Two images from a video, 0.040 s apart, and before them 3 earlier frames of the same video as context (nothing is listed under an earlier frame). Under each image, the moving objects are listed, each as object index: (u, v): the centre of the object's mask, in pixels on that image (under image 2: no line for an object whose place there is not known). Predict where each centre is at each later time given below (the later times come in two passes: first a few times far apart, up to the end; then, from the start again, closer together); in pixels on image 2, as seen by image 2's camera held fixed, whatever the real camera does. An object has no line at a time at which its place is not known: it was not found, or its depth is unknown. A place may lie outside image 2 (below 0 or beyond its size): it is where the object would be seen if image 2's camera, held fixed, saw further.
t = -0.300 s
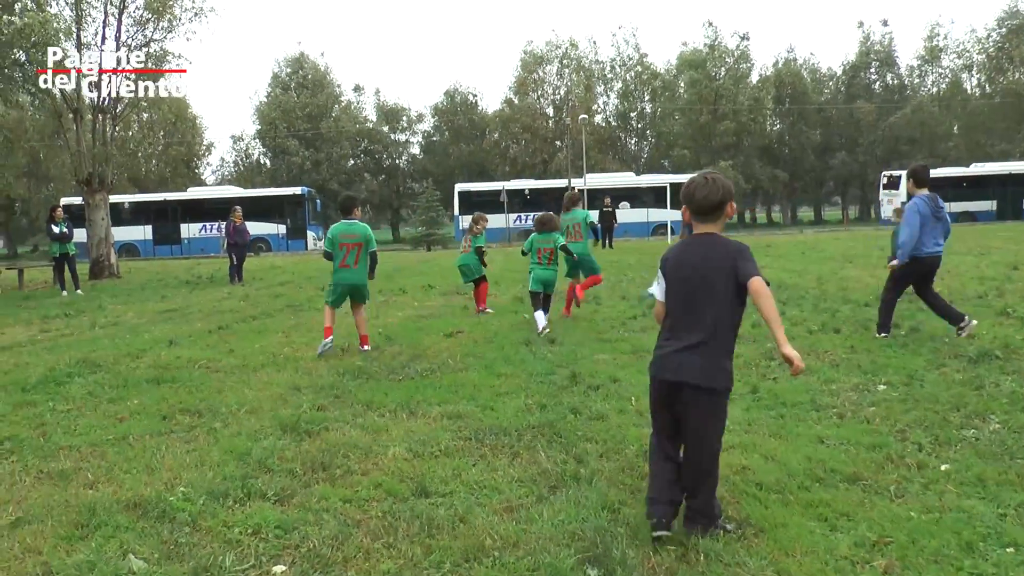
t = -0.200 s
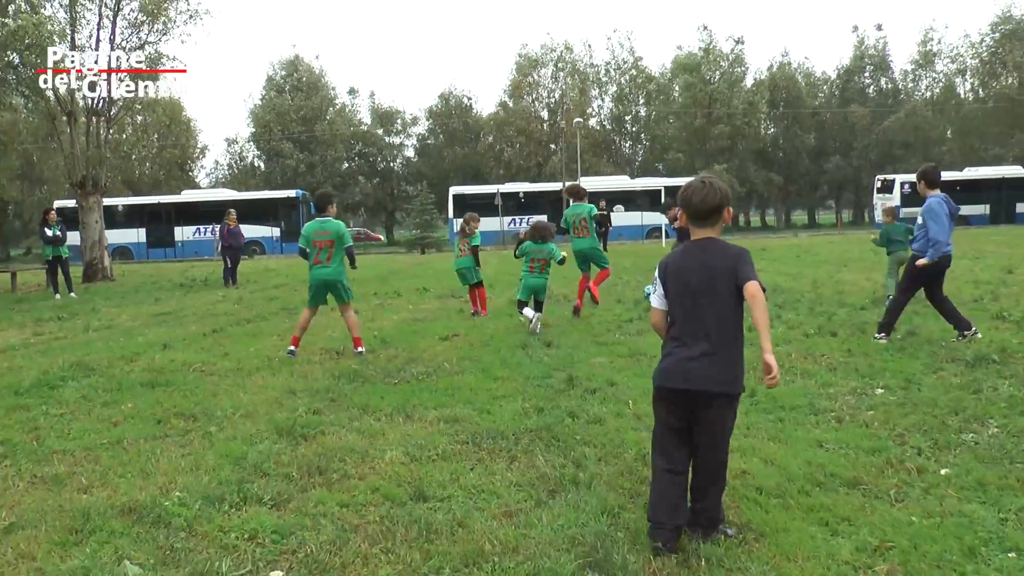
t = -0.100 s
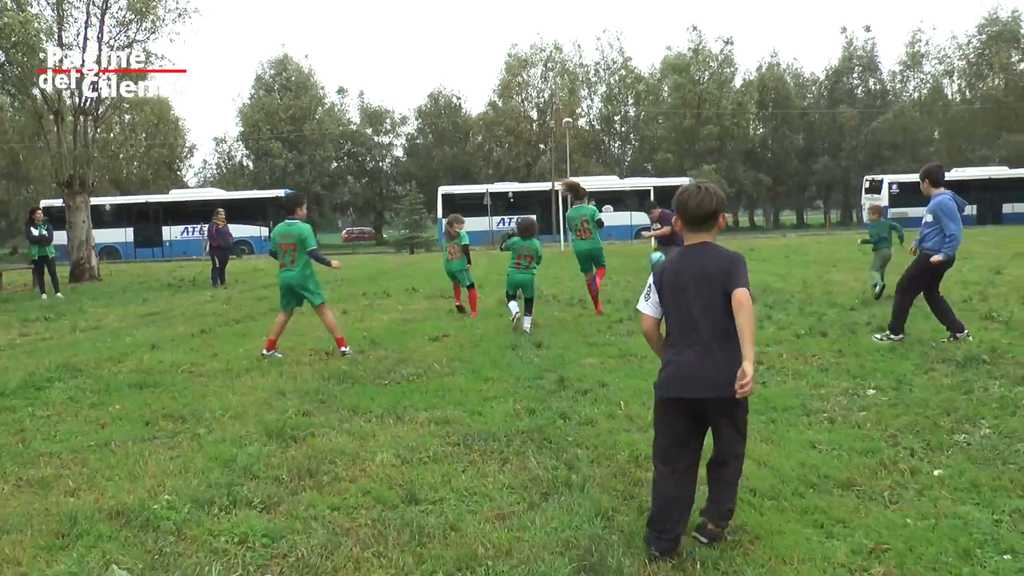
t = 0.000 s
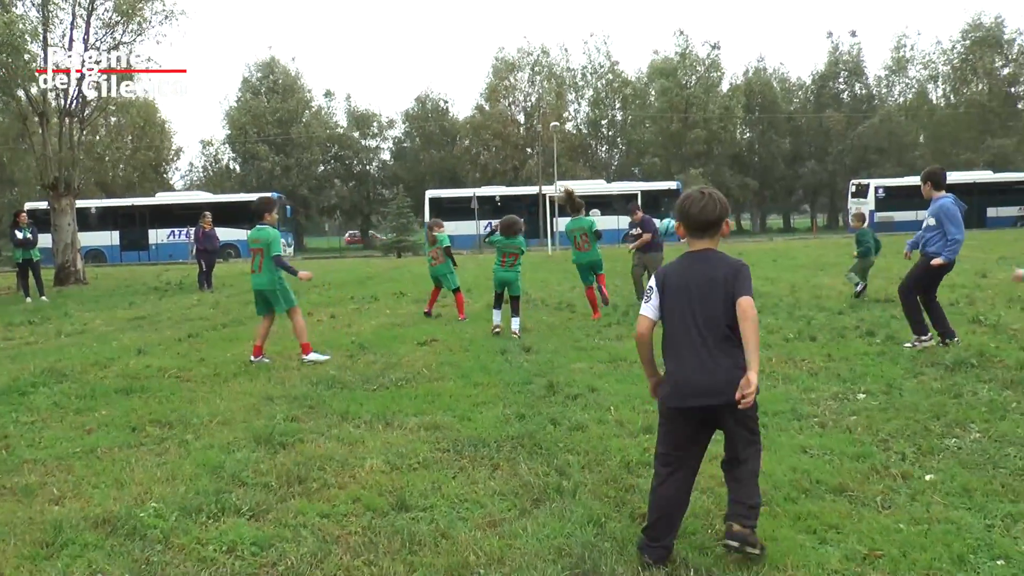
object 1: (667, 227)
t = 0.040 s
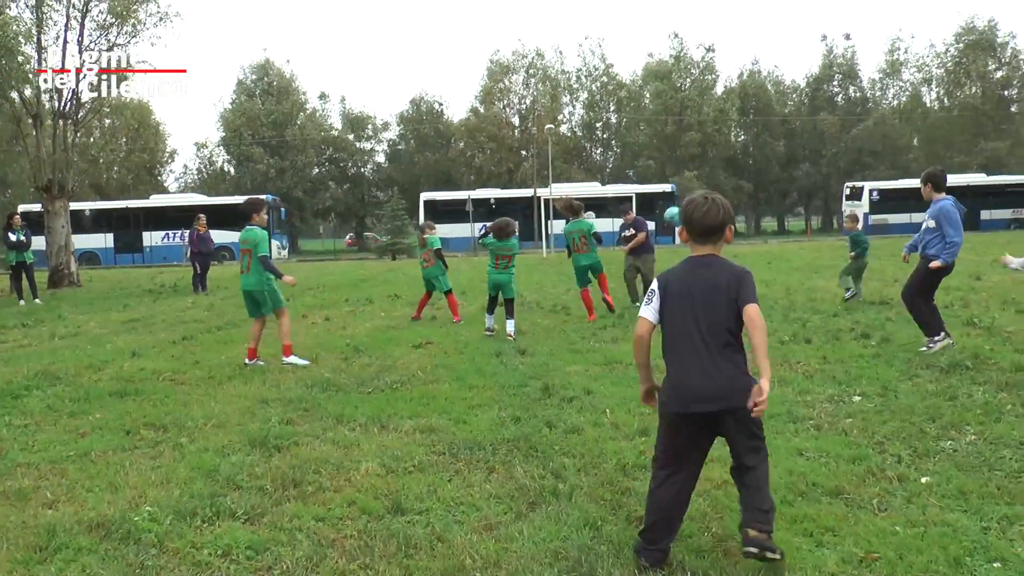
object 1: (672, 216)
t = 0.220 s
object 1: (729, 159)
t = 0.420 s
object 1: (821, 118)
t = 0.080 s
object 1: (683, 202)
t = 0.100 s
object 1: (690, 195)
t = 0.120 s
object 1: (696, 189)
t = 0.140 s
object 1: (703, 182)
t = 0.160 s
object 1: (709, 175)
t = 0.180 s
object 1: (715, 170)
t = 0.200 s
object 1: (722, 165)
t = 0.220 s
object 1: (729, 159)
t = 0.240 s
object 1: (736, 154)
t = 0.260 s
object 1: (744, 148)
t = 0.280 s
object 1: (752, 144)
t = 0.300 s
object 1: (760, 139)
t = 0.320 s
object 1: (769, 134)
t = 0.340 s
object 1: (777, 130)
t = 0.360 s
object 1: (787, 126)
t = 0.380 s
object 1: (800, 123)
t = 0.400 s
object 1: (809, 120)
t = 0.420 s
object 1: (821, 118)
